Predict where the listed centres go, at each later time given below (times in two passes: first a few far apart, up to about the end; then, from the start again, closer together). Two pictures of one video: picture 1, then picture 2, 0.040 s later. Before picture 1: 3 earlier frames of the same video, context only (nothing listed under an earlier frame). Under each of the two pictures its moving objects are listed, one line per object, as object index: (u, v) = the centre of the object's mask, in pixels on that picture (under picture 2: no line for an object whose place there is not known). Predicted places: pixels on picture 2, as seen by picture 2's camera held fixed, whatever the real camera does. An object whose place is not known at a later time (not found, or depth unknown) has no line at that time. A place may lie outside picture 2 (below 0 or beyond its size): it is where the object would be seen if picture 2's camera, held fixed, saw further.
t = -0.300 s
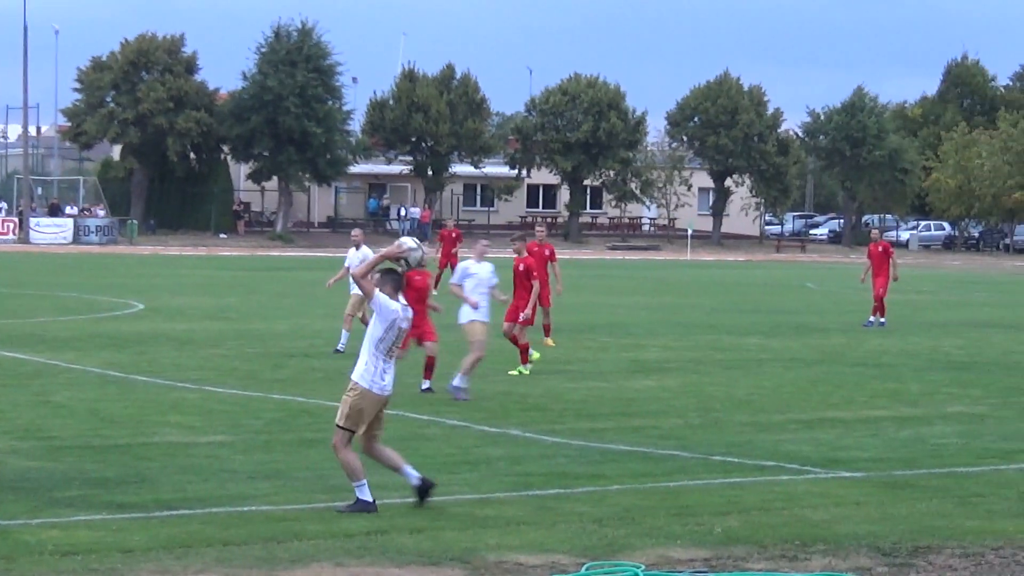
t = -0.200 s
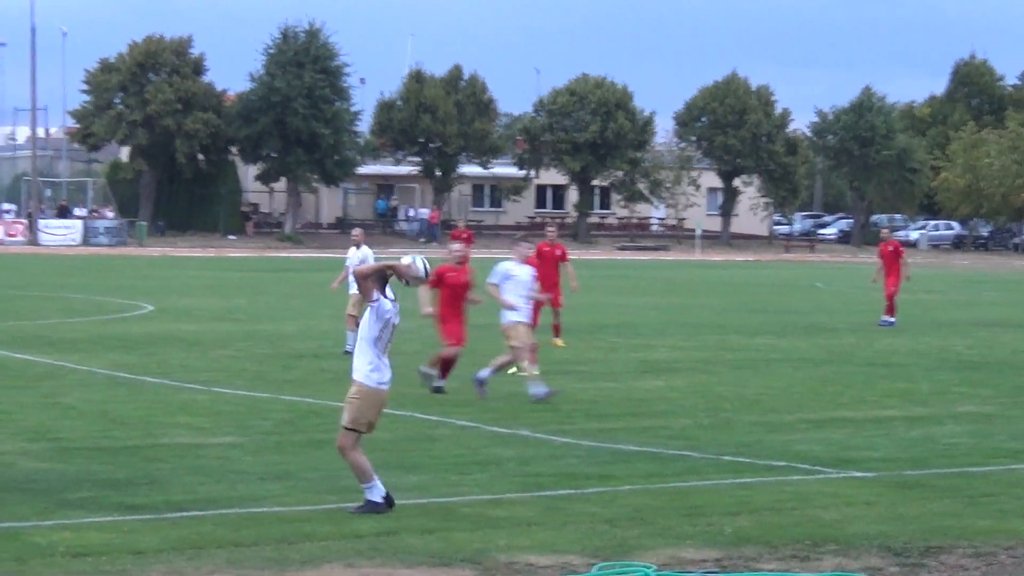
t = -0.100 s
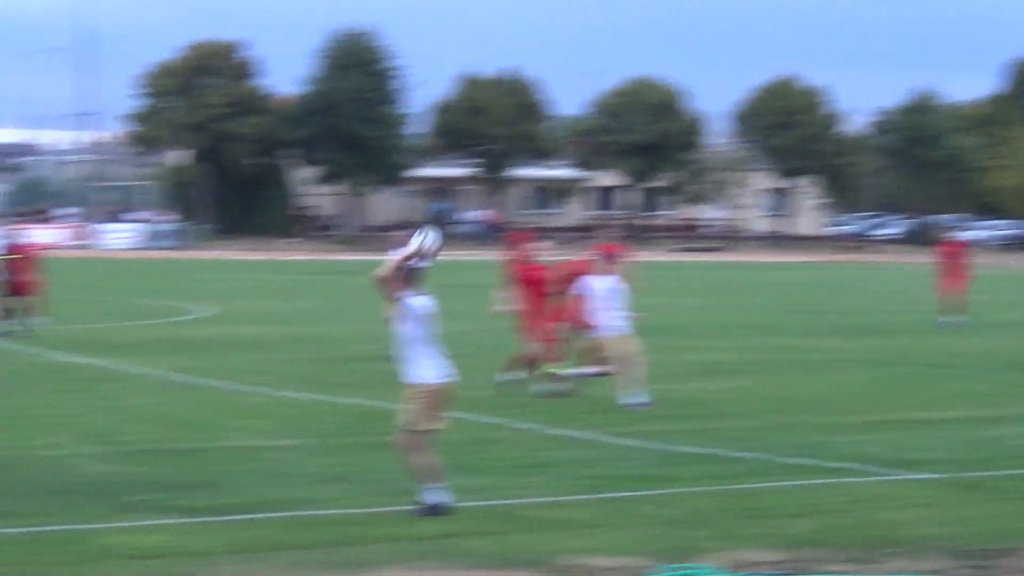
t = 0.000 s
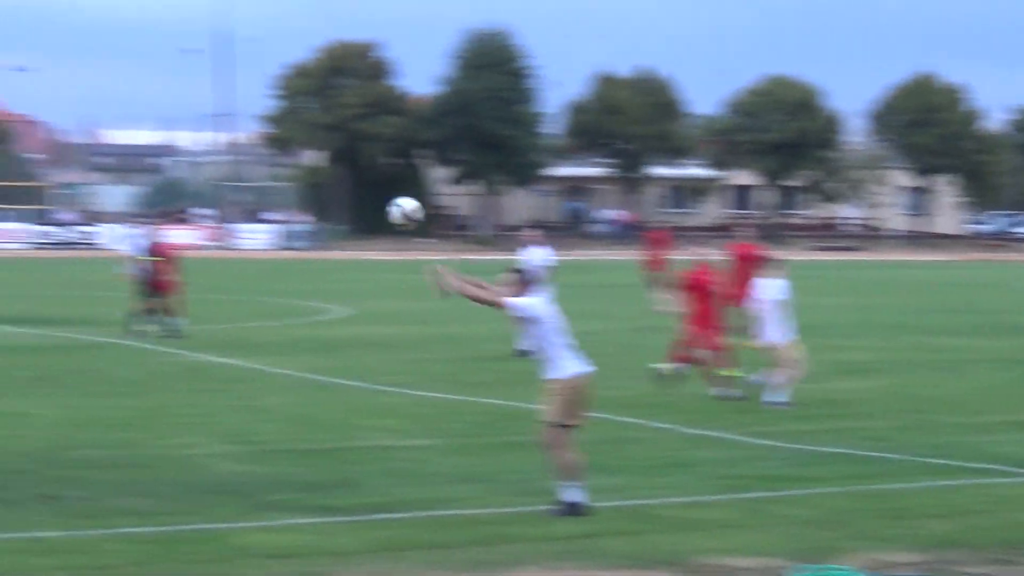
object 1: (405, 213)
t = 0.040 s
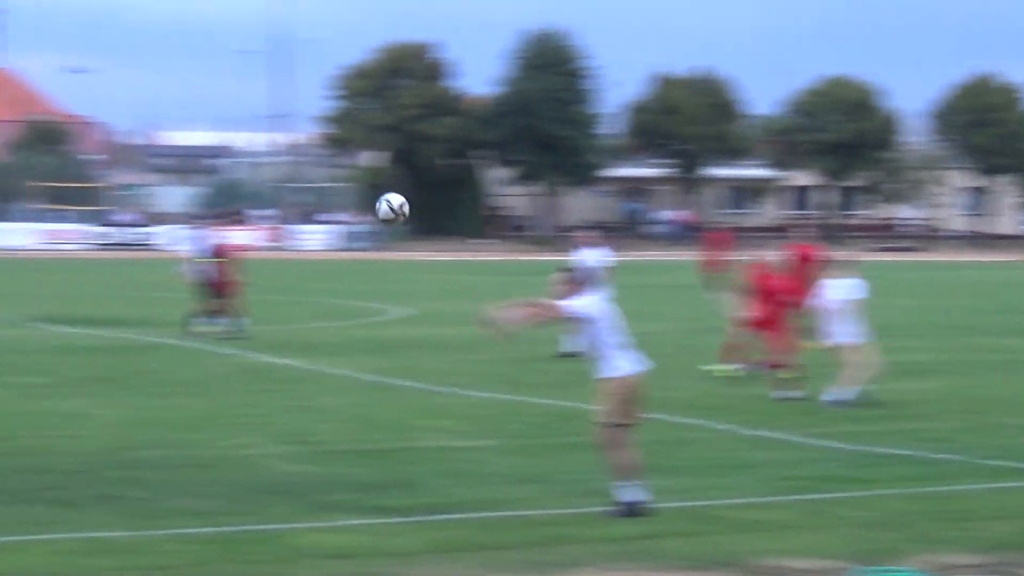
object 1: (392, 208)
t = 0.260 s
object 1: (19, 230)
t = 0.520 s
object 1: (-492, 337)
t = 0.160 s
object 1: (202, 215)
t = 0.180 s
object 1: (165, 216)
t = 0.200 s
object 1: (130, 219)
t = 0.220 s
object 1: (92, 222)
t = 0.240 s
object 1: (57, 226)
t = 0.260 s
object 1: (19, 230)
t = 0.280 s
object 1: (-17, 235)
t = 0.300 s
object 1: (-55, 240)
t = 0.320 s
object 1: (-92, 245)
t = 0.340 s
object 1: (-132, 251)
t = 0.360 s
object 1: (-170, 258)
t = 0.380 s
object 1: (-211, 265)
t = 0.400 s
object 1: (-247, 273)
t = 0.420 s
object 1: (-288, 281)
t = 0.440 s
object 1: (-327, 290)
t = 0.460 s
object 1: (-369, 301)
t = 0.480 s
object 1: (-408, 312)
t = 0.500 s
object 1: (-451, 324)
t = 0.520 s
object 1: (-492, 337)
